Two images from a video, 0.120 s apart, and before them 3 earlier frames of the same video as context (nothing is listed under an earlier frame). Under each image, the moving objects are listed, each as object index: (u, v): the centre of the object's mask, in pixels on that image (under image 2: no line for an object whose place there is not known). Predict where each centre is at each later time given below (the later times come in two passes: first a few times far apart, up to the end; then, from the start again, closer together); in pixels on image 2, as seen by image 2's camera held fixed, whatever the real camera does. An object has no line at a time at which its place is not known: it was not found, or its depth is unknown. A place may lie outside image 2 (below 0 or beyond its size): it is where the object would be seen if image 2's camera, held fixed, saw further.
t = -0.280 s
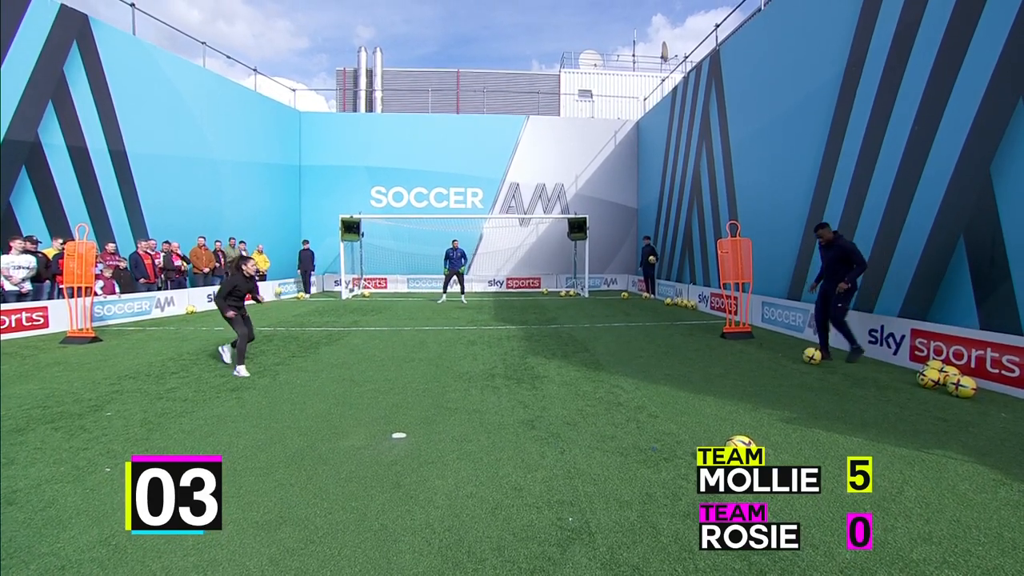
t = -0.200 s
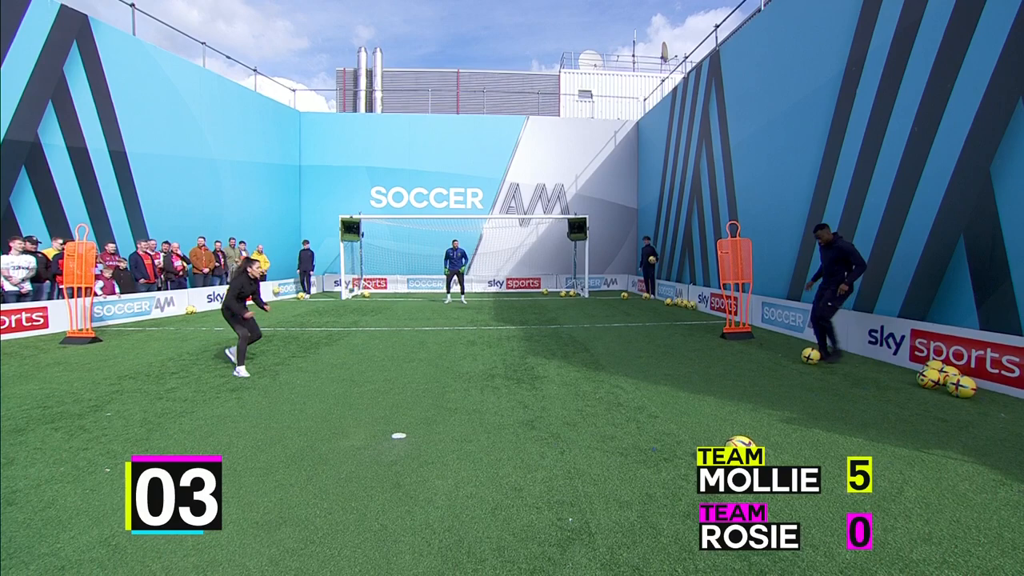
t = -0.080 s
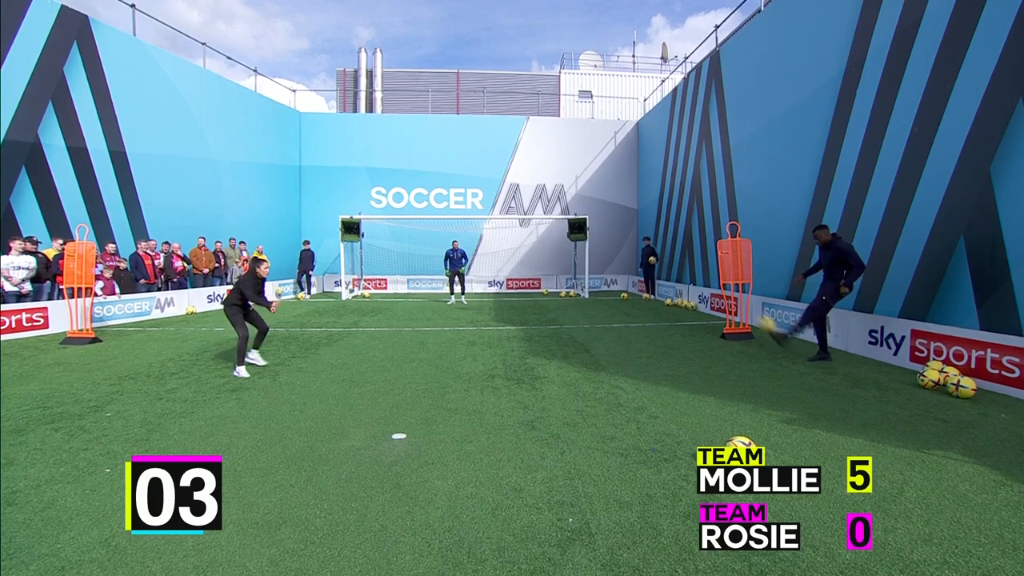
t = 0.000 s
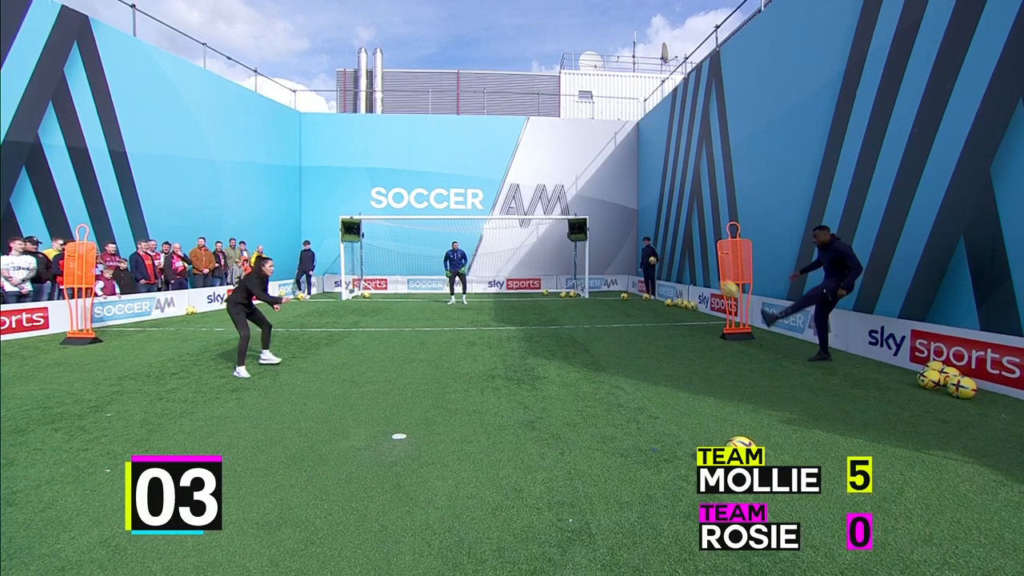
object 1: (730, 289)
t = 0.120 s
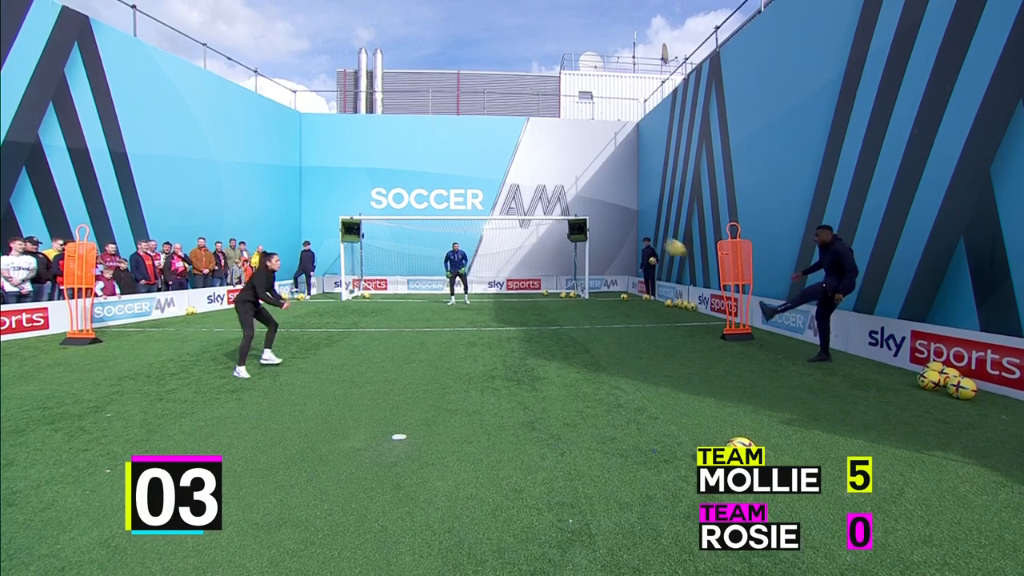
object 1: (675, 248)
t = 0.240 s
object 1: (622, 217)
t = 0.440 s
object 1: (537, 195)
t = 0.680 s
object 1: (444, 207)
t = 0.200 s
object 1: (639, 226)
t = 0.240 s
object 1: (622, 217)
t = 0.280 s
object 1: (605, 211)
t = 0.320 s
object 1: (588, 205)
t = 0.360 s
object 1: (571, 201)
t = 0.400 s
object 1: (554, 197)
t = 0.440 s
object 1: (537, 195)
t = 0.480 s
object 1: (520, 195)
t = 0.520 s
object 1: (506, 194)
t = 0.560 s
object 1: (490, 196)
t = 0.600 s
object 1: (475, 198)
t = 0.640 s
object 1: (459, 202)
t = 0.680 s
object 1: (444, 207)
